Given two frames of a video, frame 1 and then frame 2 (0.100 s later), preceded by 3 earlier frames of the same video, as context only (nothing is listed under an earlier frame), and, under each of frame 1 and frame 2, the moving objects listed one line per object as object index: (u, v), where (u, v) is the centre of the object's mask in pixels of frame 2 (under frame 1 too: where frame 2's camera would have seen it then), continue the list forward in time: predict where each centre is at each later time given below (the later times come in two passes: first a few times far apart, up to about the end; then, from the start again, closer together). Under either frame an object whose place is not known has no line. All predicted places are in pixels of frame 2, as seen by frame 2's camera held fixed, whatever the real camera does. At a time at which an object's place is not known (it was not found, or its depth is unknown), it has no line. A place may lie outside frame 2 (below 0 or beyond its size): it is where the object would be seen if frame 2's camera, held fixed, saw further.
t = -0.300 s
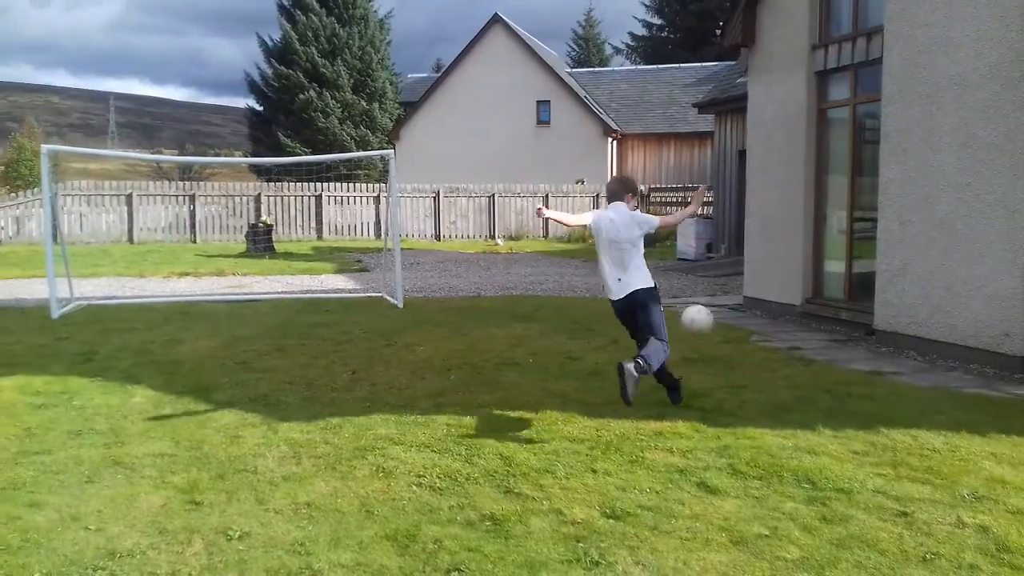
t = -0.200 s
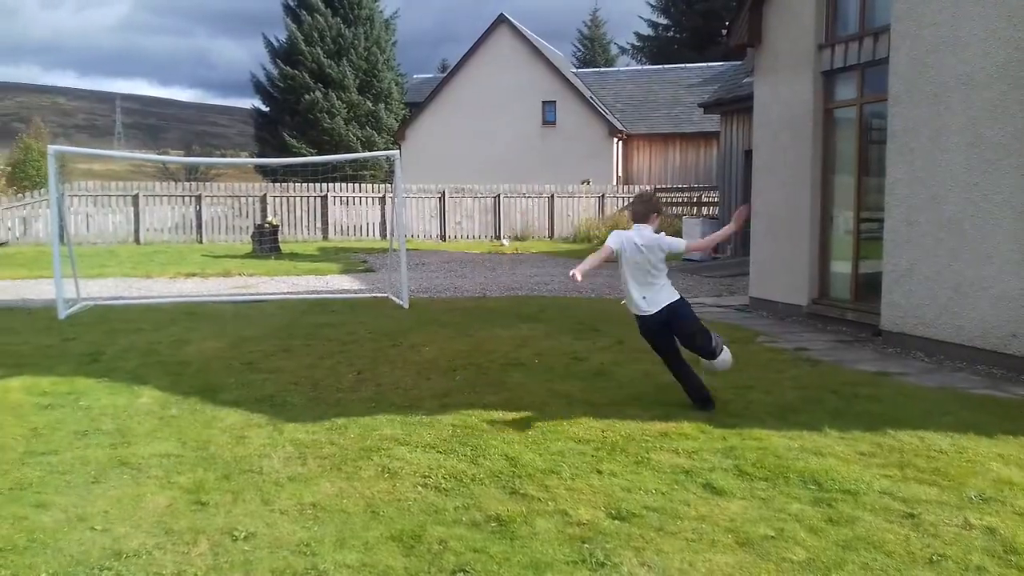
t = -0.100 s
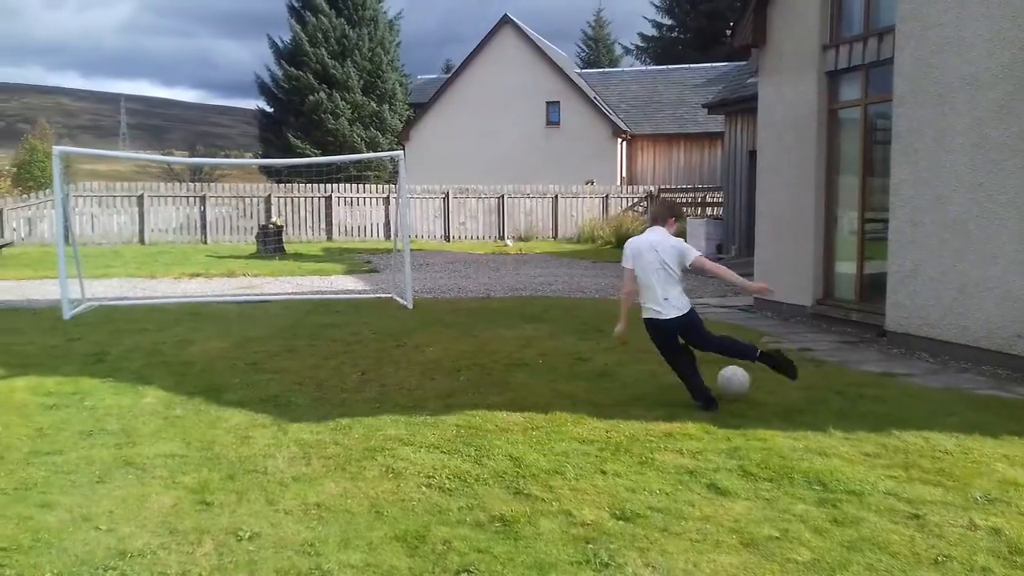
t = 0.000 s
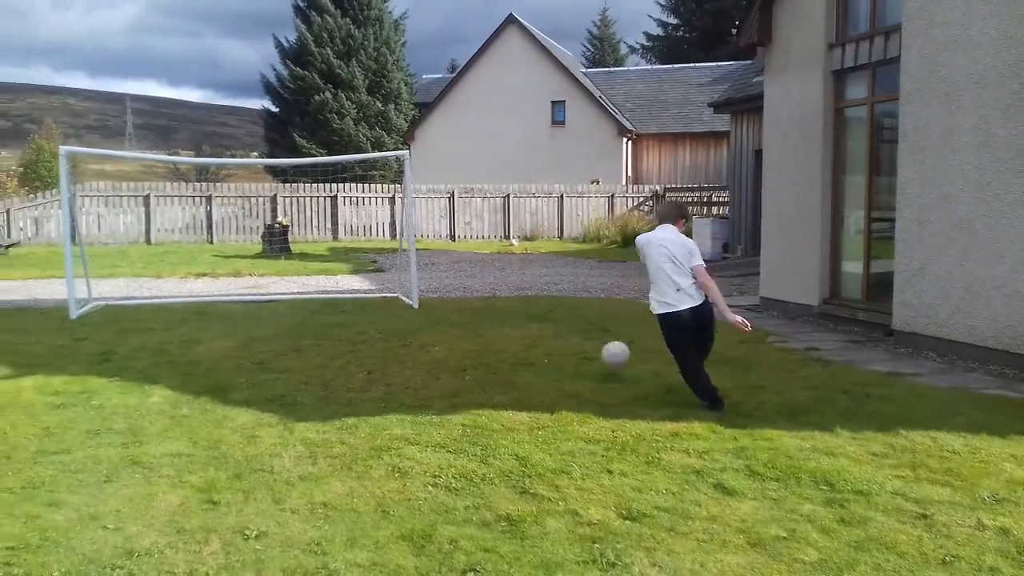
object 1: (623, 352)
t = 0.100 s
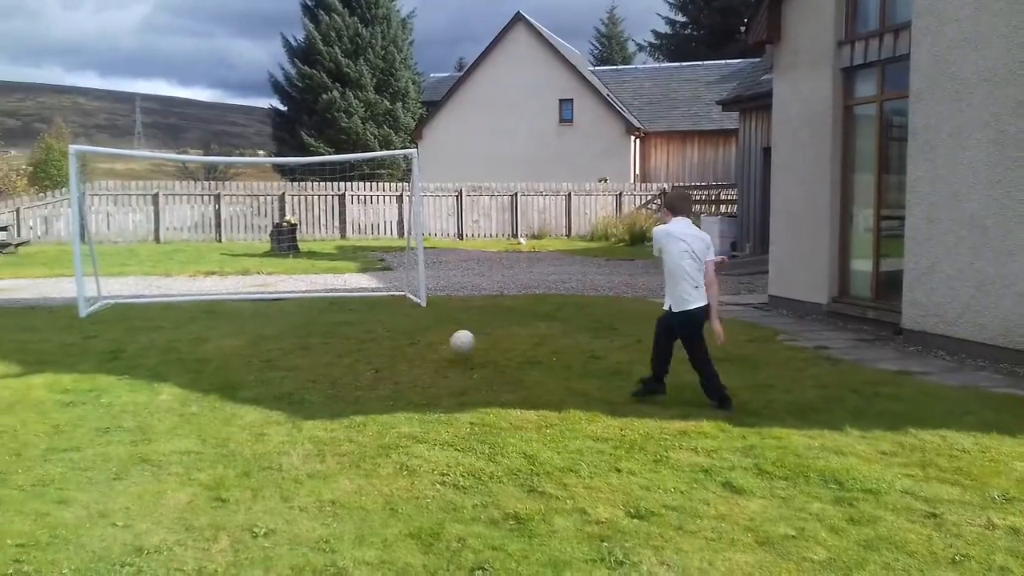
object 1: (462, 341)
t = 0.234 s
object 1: (309, 329)
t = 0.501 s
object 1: (120, 308)
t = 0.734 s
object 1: (94, 281)
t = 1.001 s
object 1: (103, 300)
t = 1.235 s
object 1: (105, 306)
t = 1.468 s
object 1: (110, 307)
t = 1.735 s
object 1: (119, 311)
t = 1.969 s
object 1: (126, 312)
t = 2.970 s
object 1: (130, 315)
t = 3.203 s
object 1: (126, 315)
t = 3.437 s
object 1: (124, 316)
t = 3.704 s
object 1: (122, 316)
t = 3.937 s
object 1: (121, 316)
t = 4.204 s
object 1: (121, 316)
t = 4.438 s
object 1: (121, 316)
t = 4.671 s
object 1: (121, 316)
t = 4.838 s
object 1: (121, 316)
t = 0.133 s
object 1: (417, 341)
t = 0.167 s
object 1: (376, 339)
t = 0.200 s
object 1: (341, 334)
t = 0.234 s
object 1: (309, 329)
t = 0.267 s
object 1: (279, 325)
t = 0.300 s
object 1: (250, 321)
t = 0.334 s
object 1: (225, 319)
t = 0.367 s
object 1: (201, 317)
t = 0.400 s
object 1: (179, 314)
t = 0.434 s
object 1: (158, 311)
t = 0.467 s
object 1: (138, 309)
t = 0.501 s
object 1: (120, 308)
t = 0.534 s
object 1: (105, 302)
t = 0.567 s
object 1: (97, 301)
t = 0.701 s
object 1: (93, 280)
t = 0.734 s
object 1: (94, 281)
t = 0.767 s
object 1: (95, 286)
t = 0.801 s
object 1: (96, 291)
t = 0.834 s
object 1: (99, 295)
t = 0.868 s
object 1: (101, 299)
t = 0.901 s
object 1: (102, 301)
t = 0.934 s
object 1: (103, 301)
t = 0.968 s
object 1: (101, 300)
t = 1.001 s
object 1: (103, 300)
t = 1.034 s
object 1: (102, 299)
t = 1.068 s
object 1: (103, 300)
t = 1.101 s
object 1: (102, 303)
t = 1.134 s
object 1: (103, 305)
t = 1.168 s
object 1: (104, 305)
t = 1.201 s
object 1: (105, 306)
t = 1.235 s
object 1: (105, 306)
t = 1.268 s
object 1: (105, 307)
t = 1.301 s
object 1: (107, 307)
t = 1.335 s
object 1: (108, 307)
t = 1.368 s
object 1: (109, 307)
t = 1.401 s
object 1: (111, 307)
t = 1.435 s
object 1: (111, 307)
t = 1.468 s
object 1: (110, 307)
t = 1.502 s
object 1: (113, 308)
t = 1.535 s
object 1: (113, 309)
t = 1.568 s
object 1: (113, 309)
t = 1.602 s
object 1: (114, 309)
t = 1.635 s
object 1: (114, 309)
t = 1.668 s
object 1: (116, 310)
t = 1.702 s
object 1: (118, 310)
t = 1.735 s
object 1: (119, 311)
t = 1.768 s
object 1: (121, 311)
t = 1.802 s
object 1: (122, 312)
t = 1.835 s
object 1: (123, 312)
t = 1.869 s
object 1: (123, 312)
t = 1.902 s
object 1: (125, 312)
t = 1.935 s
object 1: (125, 312)
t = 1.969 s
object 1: (126, 312)
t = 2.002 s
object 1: (127, 312)
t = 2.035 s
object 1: (127, 313)
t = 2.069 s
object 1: (134, 313)
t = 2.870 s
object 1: (139, 315)
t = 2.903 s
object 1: (136, 315)
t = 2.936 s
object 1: (133, 315)
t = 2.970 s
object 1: (130, 315)
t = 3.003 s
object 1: (128, 315)
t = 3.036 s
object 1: (127, 315)
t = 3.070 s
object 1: (127, 315)
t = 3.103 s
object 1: (127, 315)
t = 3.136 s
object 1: (127, 315)
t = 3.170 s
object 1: (127, 315)
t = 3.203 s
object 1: (126, 315)
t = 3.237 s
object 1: (126, 315)
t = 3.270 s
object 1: (126, 316)
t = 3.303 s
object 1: (125, 316)
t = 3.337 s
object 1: (125, 316)
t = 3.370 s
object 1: (125, 316)
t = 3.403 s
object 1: (124, 316)
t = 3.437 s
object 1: (124, 316)
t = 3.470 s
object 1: (124, 316)
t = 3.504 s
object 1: (124, 316)
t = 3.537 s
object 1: (123, 316)
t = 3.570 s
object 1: (123, 316)
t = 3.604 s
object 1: (123, 316)
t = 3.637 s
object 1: (122, 316)
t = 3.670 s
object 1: (122, 316)
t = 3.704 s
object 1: (122, 316)
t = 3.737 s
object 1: (122, 316)
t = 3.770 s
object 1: (121, 316)
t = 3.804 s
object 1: (121, 316)
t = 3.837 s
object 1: (122, 316)
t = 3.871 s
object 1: (122, 316)
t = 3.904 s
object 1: (121, 316)
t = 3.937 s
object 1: (121, 316)
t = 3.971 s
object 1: (121, 316)
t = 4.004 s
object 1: (121, 316)
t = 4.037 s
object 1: (121, 316)
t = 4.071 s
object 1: (121, 316)
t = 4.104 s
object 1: (121, 316)
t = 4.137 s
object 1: (121, 316)
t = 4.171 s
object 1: (121, 316)
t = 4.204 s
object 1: (121, 316)
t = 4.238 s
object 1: (121, 316)
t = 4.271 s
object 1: (121, 316)
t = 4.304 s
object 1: (121, 316)
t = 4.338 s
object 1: (121, 316)
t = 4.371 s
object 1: (121, 316)
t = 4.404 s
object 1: (121, 316)
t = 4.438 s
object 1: (121, 316)
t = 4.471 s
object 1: (121, 316)
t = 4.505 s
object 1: (121, 316)
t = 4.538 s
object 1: (120, 316)
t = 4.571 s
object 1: (121, 316)
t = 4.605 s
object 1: (121, 316)
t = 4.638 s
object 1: (121, 316)
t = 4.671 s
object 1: (121, 316)
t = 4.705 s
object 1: (121, 316)
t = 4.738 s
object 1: (121, 316)
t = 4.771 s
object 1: (121, 316)
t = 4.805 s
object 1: (121, 316)
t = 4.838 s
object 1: (121, 316)
